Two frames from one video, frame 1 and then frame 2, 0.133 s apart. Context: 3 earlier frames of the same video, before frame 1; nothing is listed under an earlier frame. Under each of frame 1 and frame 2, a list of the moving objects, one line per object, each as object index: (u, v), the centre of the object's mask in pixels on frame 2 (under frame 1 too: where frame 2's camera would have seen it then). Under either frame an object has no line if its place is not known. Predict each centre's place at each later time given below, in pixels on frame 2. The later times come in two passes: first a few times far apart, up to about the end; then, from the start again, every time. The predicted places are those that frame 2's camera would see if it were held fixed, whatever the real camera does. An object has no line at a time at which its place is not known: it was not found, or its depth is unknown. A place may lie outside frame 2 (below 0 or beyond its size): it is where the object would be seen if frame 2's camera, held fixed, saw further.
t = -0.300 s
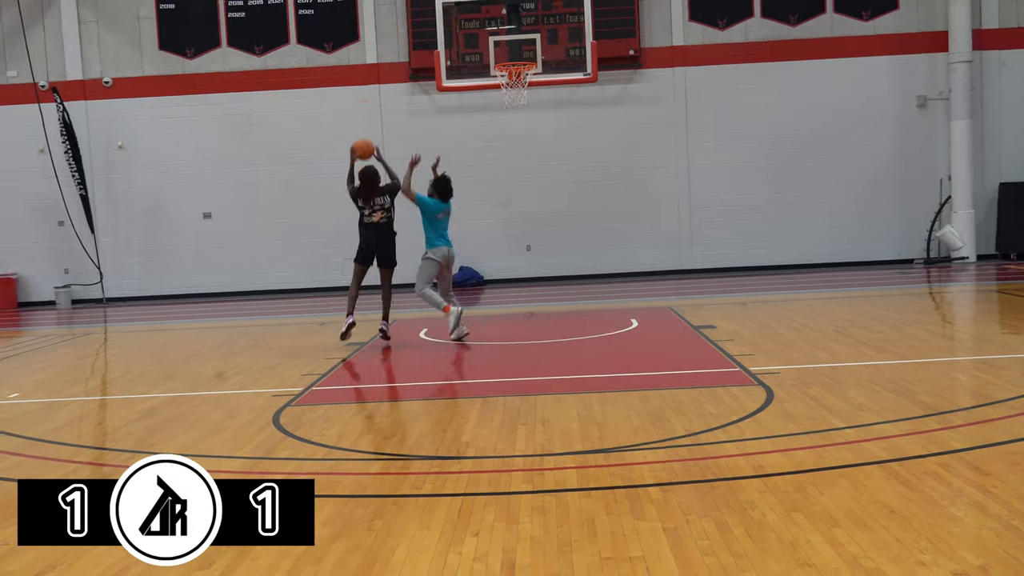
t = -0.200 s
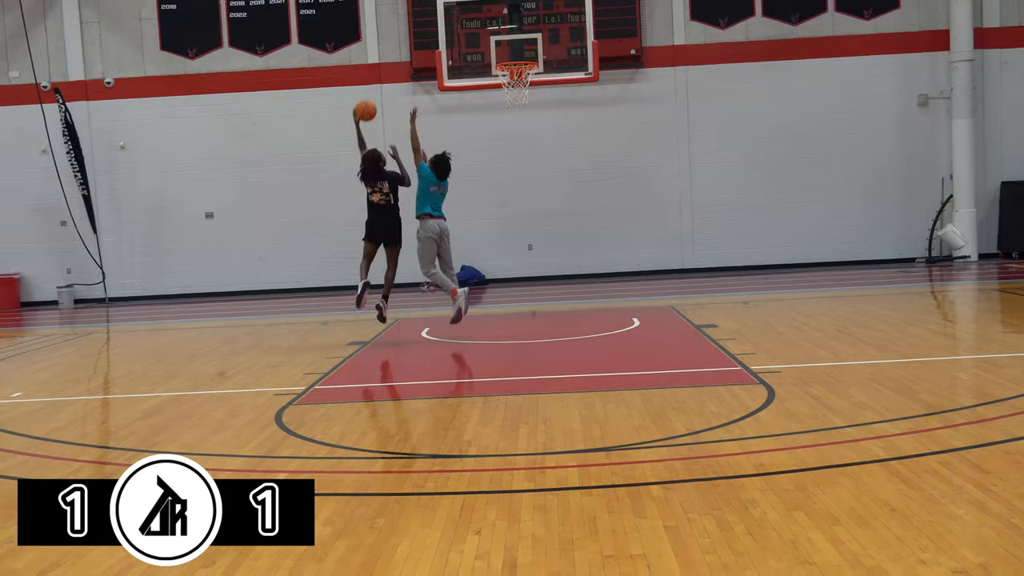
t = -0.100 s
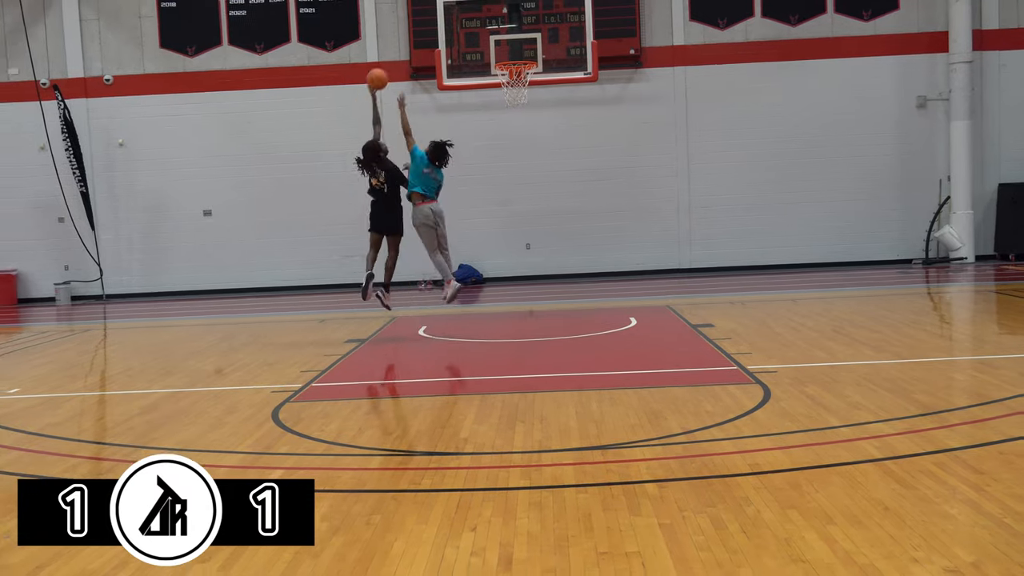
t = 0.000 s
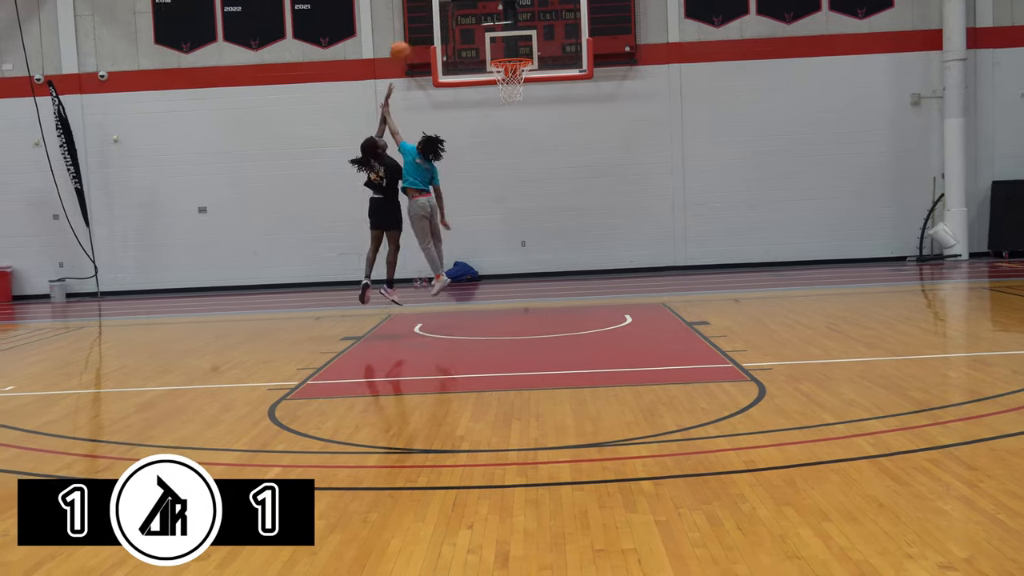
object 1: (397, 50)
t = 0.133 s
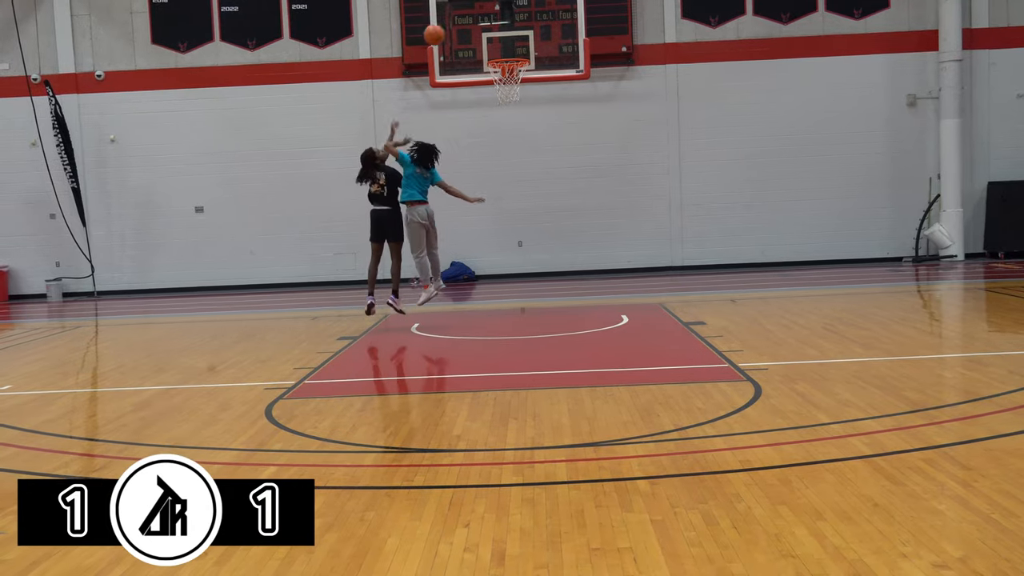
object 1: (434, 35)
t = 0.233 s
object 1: (461, 32)
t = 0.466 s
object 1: (503, 46)
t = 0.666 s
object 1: (495, 76)
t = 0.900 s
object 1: (494, 91)
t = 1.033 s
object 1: (501, 115)
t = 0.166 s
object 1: (443, 33)
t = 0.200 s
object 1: (452, 32)
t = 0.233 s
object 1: (461, 32)
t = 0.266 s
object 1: (470, 32)
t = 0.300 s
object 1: (478, 34)
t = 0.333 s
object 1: (484, 35)
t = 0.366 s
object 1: (488, 36)
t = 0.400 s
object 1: (493, 38)
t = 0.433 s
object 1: (498, 41)
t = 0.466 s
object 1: (503, 46)
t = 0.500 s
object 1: (508, 49)
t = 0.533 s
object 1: (513, 52)
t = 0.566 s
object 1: (514, 55)
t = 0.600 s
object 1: (507, 66)
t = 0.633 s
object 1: (501, 71)
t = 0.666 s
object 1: (495, 76)
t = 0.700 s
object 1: (492, 79)
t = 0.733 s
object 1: (491, 80)
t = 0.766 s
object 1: (491, 81)
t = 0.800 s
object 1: (491, 83)
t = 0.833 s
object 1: (492, 84)
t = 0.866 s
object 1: (493, 86)
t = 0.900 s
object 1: (494, 91)
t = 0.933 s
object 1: (496, 96)
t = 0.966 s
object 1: (497, 102)
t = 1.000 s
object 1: (499, 108)
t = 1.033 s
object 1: (501, 115)
